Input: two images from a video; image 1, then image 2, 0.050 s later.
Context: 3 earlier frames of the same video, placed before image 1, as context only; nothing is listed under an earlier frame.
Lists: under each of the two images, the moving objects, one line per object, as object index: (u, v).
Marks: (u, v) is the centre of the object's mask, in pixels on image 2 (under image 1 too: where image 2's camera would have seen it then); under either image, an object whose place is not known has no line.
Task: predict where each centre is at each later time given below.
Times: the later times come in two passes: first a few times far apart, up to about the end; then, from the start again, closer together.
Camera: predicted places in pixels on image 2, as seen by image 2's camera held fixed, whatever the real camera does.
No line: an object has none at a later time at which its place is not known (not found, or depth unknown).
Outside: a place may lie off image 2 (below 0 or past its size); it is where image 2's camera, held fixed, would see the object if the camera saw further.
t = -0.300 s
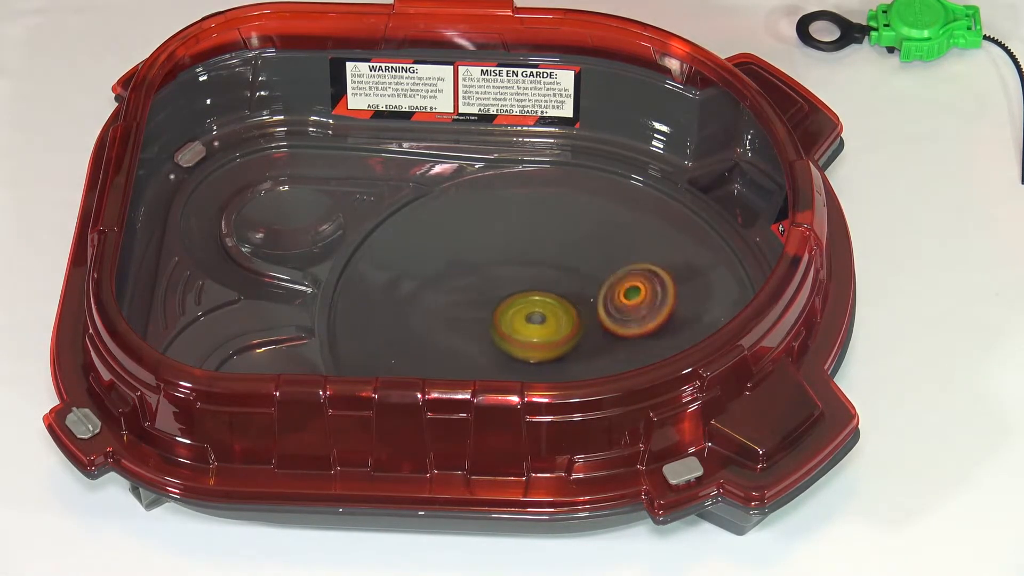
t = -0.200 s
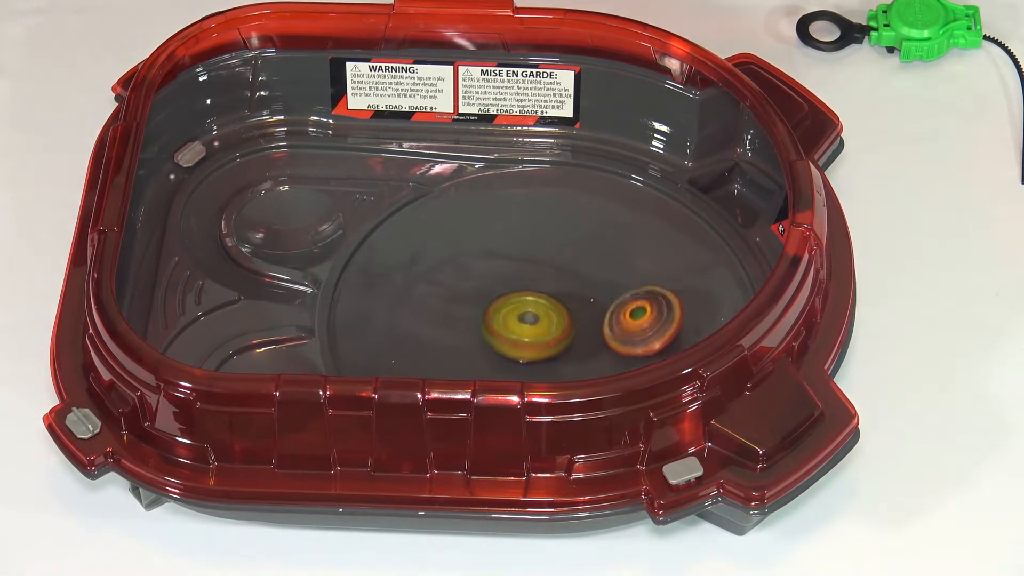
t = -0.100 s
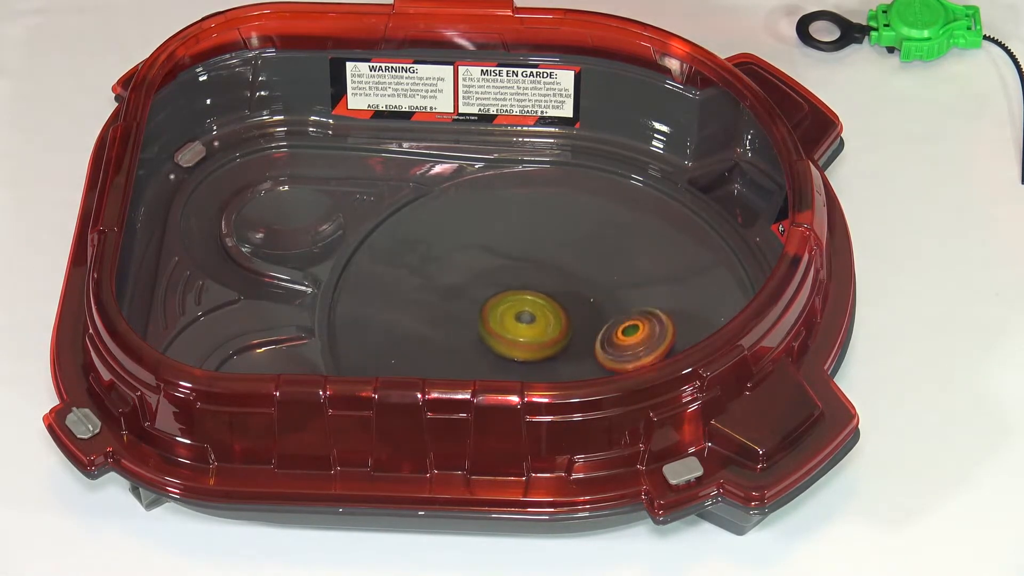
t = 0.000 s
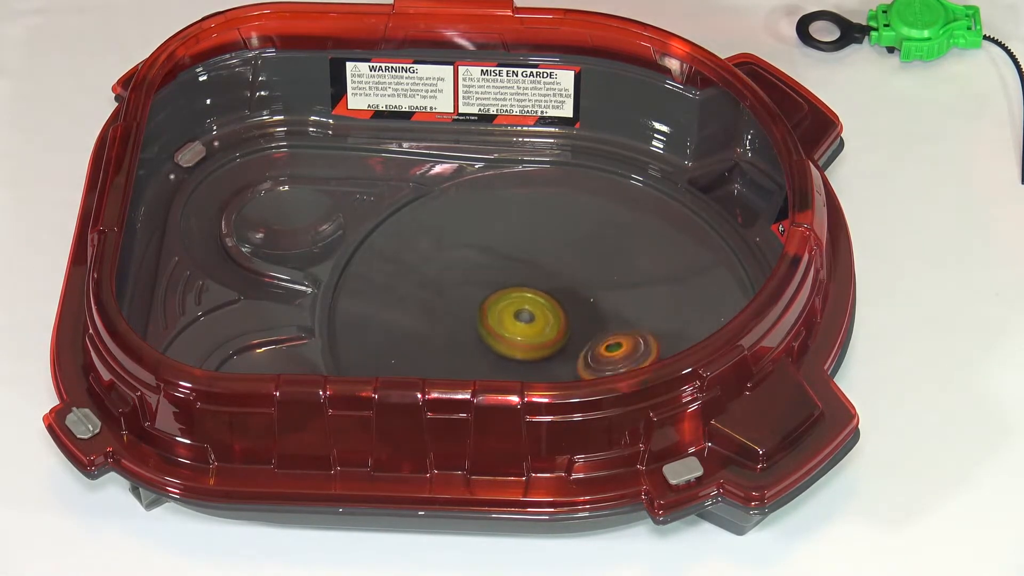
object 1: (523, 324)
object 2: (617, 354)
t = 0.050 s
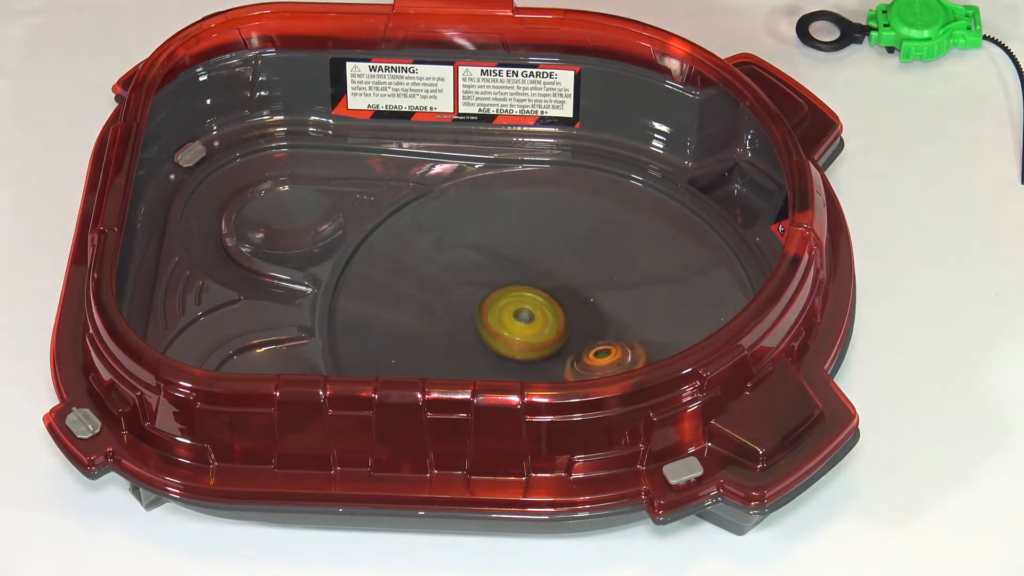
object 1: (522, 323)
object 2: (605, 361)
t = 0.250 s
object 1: (519, 305)
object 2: (547, 374)
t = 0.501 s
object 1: (527, 296)
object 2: (467, 359)
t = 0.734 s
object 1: (541, 299)
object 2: (443, 311)
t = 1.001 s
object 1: (553, 310)
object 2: (487, 260)
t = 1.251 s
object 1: (548, 333)
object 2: (567, 253)
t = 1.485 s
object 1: (532, 343)
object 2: (623, 290)
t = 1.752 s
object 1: (525, 341)
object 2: (623, 350)
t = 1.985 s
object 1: (501, 298)
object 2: (576, 376)
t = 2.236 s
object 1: (508, 262)
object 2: (507, 368)
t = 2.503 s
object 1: (543, 268)
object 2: (483, 322)
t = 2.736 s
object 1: (610, 292)
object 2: (494, 275)
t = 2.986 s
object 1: (668, 329)
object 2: (531, 264)
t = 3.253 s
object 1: (628, 350)
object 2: (572, 303)
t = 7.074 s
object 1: (447, 338)
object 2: (535, 323)
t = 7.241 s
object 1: (440, 284)
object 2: (537, 315)
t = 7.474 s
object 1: (503, 241)
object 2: (551, 312)
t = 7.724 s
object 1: (602, 263)
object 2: (555, 332)
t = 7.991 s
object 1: (636, 337)
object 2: (529, 348)
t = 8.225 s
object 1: (577, 371)
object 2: (519, 331)
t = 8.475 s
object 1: (482, 356)
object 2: (544, 314)
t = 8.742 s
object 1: (451, 276)
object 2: (567, 323)
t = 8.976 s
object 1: (502, 241)
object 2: (556, 334)
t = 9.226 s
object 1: (587, 277)
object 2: (531, 329)
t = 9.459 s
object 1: (598, 339)
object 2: (515, 317)
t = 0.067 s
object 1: (522, 323)
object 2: (601, 361)
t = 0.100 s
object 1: (522, 322)
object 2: (592, 365)
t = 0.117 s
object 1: (522, 322)
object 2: (587, 366)
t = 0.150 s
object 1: (522, 320)
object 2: (577, 367)
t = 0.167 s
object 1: (522, 318)
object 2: (571, 370)
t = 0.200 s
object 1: (520, 311)
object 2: (564, 373)
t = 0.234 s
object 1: (519, 306)
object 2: (557, 374)
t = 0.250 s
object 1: (519, 305)
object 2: (547, 374)
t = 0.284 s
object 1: (520, 302)
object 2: (535, 375)
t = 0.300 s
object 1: (520, 301)
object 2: (531, 373)
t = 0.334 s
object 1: (522, 300)
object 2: (517, 373)
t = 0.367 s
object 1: (522, 299)
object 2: (505, 371)
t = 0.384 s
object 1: (522, 299)
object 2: (500, 370)
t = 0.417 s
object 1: (523, 298)
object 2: (488, 367)
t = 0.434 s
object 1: (524, 297)
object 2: (484, 366)
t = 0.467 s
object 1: (526, 296)
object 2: (475, 363)
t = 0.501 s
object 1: (527, 296)
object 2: (467, 359)
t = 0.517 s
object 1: (528, 296)
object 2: (463, 358)
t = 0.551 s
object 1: (529, 295)
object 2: (457, 354)
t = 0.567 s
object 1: (530, 296)
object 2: (454, 350)
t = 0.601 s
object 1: (532, 296)
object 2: (449, 344)
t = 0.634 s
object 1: (534, 296)
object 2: (446, 336)
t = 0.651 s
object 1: (535, 297)
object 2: (445, 331)
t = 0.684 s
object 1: (538, 297)
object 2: (443, 322)
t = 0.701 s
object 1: (539, 298)
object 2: (443, 319)
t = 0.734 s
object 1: (541, 299)
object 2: (443, 311)
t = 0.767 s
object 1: (543, 300)
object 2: (445, 303)
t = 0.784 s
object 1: (544, 301)
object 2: (446, 300)
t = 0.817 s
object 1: (545, 302)
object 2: (450, 292)
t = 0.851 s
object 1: (547, 303)
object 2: (454, 285)
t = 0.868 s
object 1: (548, 304)
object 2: (457, 282)
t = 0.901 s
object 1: (550, 305)
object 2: (464, 276)
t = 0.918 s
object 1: (551, 306)
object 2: (466, 272)
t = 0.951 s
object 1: (552, 307)
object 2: (474, 267)
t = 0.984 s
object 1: (553, 309)
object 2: (483, 263)
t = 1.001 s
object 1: (553, 310)
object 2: (487, 260)
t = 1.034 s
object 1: (553, 312)
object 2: (497, 257)
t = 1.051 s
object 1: (554, 312)
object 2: (502, 255)
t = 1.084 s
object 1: (554, 314)
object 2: (512, 253)
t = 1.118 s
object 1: (555, 318)
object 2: (522, 250)
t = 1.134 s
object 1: (554, 321)
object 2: (528, 250)
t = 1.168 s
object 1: (553, 325)
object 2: (539, 249)
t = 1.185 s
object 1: (552, 327)
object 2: (545, 250)
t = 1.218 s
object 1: (550, 330)
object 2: (556, 251)
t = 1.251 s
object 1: (548, 333)
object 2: (567, 253)
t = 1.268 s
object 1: (546, 334)
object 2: (572, 255)
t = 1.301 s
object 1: (544, 337)
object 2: (582, 258)
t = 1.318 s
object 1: (543, 338)
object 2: (587, 260)
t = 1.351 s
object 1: (540, 340)
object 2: (596, 265)
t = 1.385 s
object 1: (537, 341)
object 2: (605, 270)
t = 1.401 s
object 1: (536, 342)
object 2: (608, 273)
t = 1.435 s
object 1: (535, 343)
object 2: (615, 279)
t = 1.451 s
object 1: (534, 343)
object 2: (618, 282)
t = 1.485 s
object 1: (532, 343)
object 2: (623, 290)
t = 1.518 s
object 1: (531, 343)
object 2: (628, 298)
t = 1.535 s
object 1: (530, 343)
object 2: (629, 301)
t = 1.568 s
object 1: (529, 343)
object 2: (632, 310)
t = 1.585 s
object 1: (529, 343)
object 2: (633, 314)
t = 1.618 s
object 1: (528, 343)
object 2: (634, 322)
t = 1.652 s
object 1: (527, 343)
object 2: (633, 330)
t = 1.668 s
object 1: (527, 343)
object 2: (633, 334)
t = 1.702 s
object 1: (526, 342)
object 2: (630, 341)
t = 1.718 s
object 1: (526, 342)
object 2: (628, 344)
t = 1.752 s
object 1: (525, 341)
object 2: (623, 350)
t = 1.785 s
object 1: (524, 340)
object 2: (617, 354)
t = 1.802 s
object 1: (524, 339)
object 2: (615, 356)
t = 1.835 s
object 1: (523, 338)
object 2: (607, 360)
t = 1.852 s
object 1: (523, 337)
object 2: (604, 362)
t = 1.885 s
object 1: (517, 329)
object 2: (600, 367)
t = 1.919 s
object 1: (510, 318)
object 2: (595, 370)
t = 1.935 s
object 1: (508, 313)
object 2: (592, 372)
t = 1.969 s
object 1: (503, 303)
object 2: (583, 374)
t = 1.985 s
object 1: (501, 298)
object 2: (576, 376)
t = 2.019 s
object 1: (499, 290)
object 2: (568, 377)
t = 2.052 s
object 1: (498, 282)
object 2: (562, 377)
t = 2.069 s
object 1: (498, 278)
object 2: (554, 378)
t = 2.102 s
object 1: (499, 273)
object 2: (545, 377)
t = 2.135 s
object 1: (500, 269)
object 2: (533, 376)
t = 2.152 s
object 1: (502, 268)
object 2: (532, 375)
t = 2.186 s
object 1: (504, 265)
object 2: (518, 372)
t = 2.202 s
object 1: (505, 264)
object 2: (516, 371)
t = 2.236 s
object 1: (508, 262)
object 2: (507, 368)
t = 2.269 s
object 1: (511, 262)
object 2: (499, 365)
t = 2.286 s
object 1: (513, 261)
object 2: (497, 364)
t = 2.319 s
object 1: (516, 261)
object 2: (492, 360)
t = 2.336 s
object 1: (518, 262)
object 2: (490, 357)
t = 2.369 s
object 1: (521, 262)
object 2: (486, 352)
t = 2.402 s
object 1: (526, 263)
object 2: (484, 345)
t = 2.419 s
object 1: (528, 264)
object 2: (484, 341)
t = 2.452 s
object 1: (533, 266)
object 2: (483, 333)
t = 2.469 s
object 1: (537, 267)
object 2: (483, 329)
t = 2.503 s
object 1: (543, 268)
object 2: (483, 322)
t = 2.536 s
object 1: (553, 268)
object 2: (482, 317)
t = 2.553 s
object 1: (557, 270)
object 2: (482, 312)
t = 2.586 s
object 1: (565, 272)
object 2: (484, 305)
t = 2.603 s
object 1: (568, 274)
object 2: (486, 302)
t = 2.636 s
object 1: (576, 278)
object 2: (490, 295)
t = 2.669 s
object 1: (583, 282)
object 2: (495, 288)
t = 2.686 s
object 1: (588, 283)
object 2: (495, 284)
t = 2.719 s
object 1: (604, 289)
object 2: (494, 278)
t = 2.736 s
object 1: (610, 292)
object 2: (494, 275)
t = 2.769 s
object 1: (625, 299)
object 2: (497, 271)
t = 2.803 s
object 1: (638, 305)
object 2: (502, 267)
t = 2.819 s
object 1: (643, 309)
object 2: (503, 267)
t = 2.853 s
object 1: (654, 316)
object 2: (508, 264)
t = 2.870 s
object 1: (659, 318)
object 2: (510, 264)
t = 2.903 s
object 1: (664, 323)
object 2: (516, 262)
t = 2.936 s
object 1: (667, 325)
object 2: (522, 262)
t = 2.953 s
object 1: (668, 326)
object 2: (525, 263)
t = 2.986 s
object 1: (668, 329)
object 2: (531, 264)
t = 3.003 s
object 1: (668, 330)
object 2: (534, 265)
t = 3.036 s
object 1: (666, 332)
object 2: (541, 268)
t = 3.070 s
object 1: (664, 335)
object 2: (546, 272)
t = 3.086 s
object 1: (662, 336)
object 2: (550, 273)
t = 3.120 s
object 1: (657, 339)
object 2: (555, 278)
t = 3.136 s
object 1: (655, 340)
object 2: (558, 280)
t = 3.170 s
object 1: (649, 343)
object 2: (562, 286)
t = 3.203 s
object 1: (641, 346)
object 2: (568, 293)
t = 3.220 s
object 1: (638, 347)
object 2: (568, 296)
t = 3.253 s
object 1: (628, 350)
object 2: (572, 303)
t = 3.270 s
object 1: (623, 352)
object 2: (572, 306)
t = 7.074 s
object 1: (447, 338)
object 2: (535, 323)
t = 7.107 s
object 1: (441, 326)
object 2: (535, 322)
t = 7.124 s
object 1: (440, 322)
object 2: (534, 321)
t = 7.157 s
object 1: (437, 310)
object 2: (535, 319)
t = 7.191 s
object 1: (438, 300)
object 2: (535, 317)
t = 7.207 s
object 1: (437, 294)
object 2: (536, 316)
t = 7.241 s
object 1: (440, 284)
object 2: (537, 315)
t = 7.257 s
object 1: (442, 279)
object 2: (538, 314)
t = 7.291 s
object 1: (448, 272)
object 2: (540, 313)
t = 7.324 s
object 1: (455, 263)
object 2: (541, 312)
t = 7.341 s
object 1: (459, 260)
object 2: (543, 312)
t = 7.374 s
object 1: (467, 253)
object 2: (545, 311)
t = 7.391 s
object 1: (473, 250)
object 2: (546, 311)
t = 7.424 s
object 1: (484, 246)
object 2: (548, 311)
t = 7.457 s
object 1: (497, 243)
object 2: (550, 312)
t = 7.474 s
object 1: (503, 241)
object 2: (551, 312)
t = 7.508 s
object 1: (516, 241)
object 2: (553, 312)
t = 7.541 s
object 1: (528, 241)
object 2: (555, 315)
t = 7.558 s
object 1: (537, 240)
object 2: (555, 315)
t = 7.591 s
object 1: (548, 243)
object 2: (557, 317)
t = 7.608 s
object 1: (555, 245)
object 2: (556, 317)
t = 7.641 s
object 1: (569, 248)
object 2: (557, 321)
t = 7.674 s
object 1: (584, 252)
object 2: (556, 325)
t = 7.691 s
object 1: (590, 254)
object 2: (555, 327)
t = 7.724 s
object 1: (602, 263)
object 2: (555, 332)
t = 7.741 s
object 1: (606, 266)
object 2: (554, 334)
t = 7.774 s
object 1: (615, 273)
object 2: (551, 338)
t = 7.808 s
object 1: (624, 283)
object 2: (548, 342)
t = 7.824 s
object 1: (627, 287)
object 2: (546, 343)
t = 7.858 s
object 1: (632, 297)
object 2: (544, 345)
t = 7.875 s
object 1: (635, 302)
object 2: (542, 347)
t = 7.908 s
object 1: (637, 312)
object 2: (538, 347)
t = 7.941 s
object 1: (638, 322)
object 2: (535, 348)
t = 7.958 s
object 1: (638, 328)
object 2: (532, 348)
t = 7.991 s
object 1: (636, 337)
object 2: (529, 348)
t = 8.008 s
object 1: (635, 340)
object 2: (528, 347)
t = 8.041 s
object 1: (629, 346)
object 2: (525, 345)
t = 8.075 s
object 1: (624, 352)
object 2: (523, 343)
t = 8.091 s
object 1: (619, 355)
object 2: (521, 342)
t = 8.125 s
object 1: (609, 361)
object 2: (520, 341)
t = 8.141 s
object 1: (606, 363)
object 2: (520, 339)
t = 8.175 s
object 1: (595, 366)
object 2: (519, 336)
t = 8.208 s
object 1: (584, 370)
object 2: (519, 333)
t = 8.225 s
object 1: (577, 371)
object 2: (519, 331)
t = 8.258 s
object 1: (562, 372)
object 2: (520, 328)
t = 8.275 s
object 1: (557, 372)
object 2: (521, 326)
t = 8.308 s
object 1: (544, 373)
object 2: (524, 324)
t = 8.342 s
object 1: (530, 371)
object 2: (526, 321)
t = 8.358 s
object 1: (525, 370)
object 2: (528, 319)
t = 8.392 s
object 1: (509, 368)
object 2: (532, 317)
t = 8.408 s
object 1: (503, 366)
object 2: (534, 316)
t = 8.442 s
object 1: (492, 362)
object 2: (539, 315)
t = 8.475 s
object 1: (482, 356)
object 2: (544, 314)
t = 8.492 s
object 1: (476, 354)
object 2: (546, 314)
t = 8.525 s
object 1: (470, 347)
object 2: (551, 314)
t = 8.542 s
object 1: (466, 343)
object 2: (553, 314)
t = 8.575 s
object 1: (459, 332)
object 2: (557, 315)
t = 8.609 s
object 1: (454, 322)
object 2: (561, 316)
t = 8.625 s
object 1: (452, 315)
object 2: (562, 317)
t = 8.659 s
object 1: (450, 304)
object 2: (565, 318)
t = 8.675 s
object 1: (450, 299)
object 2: (566, 319)
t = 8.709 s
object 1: (450, 287)
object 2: (567, 321)
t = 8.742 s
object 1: (451, 276)
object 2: (567, 323)
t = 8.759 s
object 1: (452, 271)
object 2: (567, 324)
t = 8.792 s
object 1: (457, 264)
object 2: (567, 326)
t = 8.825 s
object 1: (461, 256)
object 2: (566, 328)
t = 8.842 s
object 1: (465, 252)
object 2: (565, 328)
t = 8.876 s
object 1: (473, 249)
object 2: (563, 330)
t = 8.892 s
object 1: (476, 247)
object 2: (563, 331)
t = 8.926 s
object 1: (487, 242)
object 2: (560, 332)
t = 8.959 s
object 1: (496, 241)
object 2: (557, 334)
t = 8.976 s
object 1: (502, 241)
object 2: (556, 334)
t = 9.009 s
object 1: (513, 241)
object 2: (553, 333)
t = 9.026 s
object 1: (520, 241)
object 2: (551, 333)
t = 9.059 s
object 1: (531, 246)
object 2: (549, 333)
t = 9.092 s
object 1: (540, 250)
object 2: (545, 330)
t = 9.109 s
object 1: (547, 252)
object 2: (545, 330)
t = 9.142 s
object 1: (560, 258)
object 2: (542, 328)
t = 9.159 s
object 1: (566, 261)
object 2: (540, 329)
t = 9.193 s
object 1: (579, 269)
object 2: (535, 329)
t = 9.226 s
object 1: (587, 277)
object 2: (531, 329)
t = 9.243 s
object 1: (592, 281)
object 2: (531, 329)
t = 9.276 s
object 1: (598, 290)
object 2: (528, 327)
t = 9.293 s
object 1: (600, 294)
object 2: (527, 327)
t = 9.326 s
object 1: (606, 303)
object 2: (526, 326)
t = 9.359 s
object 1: (607, 313)
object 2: (522, 323)
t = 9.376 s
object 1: (607, 317)
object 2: (521, 323)
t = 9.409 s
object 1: (605, 327)
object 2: (518, 321)
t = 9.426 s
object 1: (603, 332)
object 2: (517, 319)
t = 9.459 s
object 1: (598, 339)
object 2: (515, 317)
